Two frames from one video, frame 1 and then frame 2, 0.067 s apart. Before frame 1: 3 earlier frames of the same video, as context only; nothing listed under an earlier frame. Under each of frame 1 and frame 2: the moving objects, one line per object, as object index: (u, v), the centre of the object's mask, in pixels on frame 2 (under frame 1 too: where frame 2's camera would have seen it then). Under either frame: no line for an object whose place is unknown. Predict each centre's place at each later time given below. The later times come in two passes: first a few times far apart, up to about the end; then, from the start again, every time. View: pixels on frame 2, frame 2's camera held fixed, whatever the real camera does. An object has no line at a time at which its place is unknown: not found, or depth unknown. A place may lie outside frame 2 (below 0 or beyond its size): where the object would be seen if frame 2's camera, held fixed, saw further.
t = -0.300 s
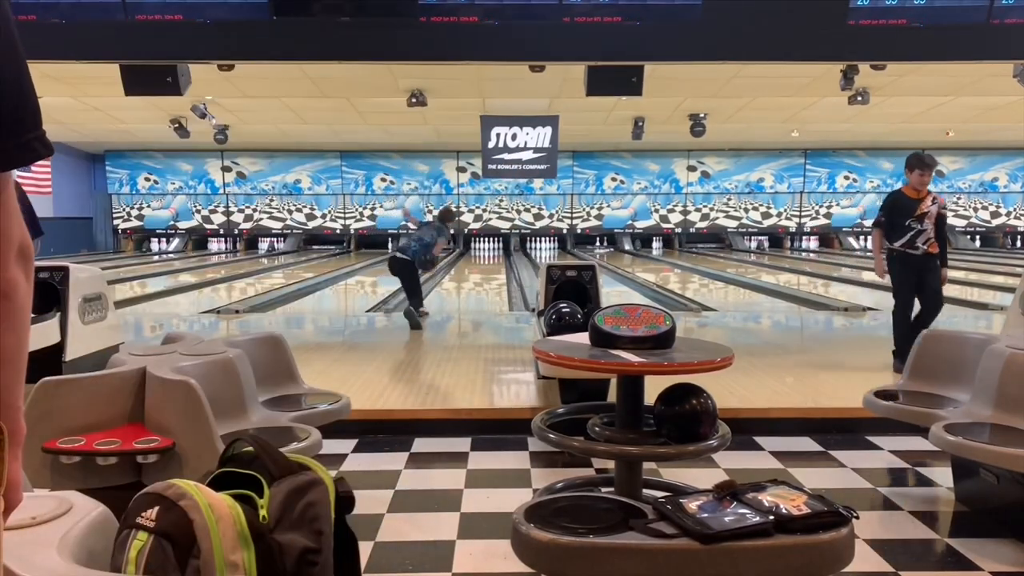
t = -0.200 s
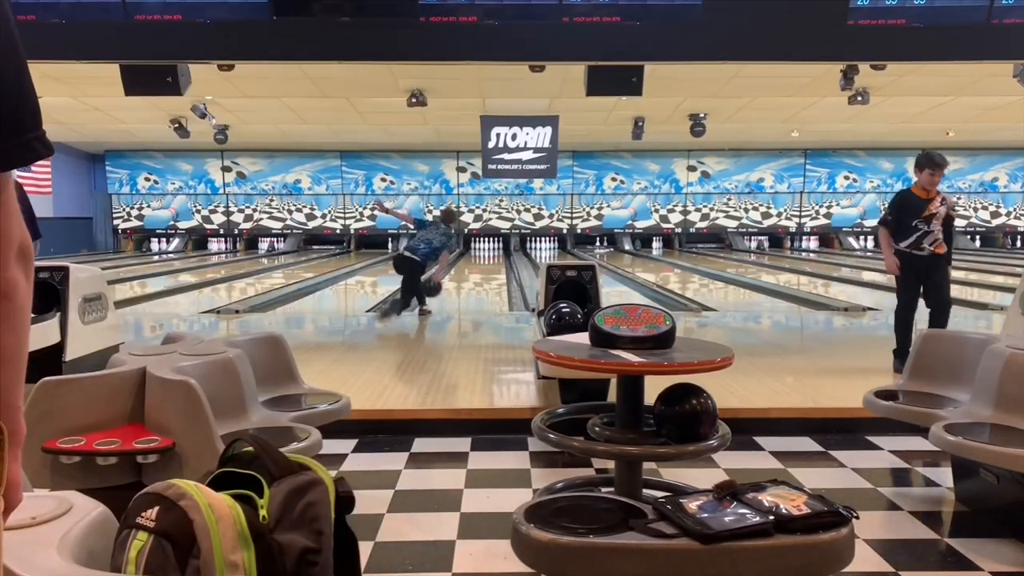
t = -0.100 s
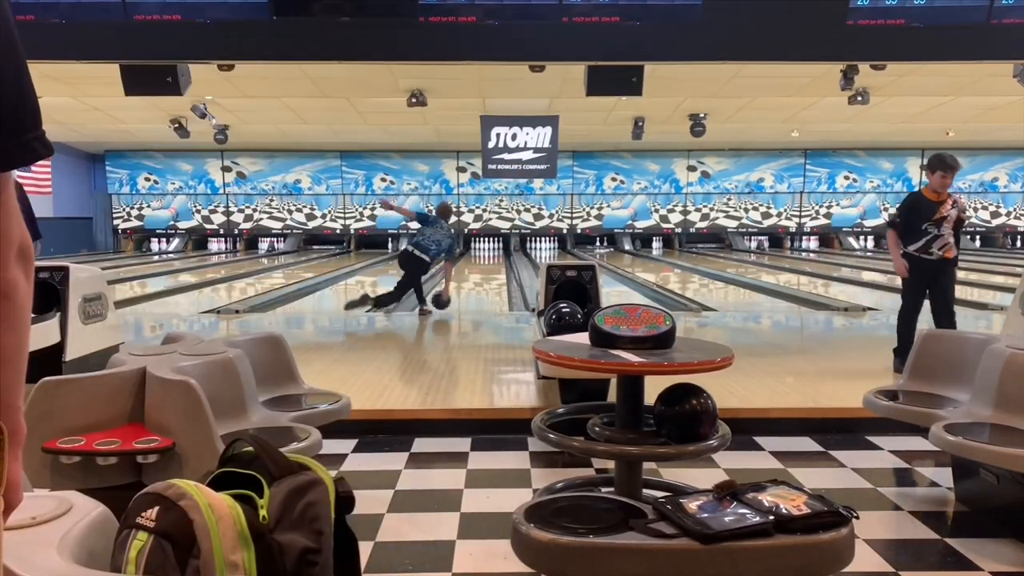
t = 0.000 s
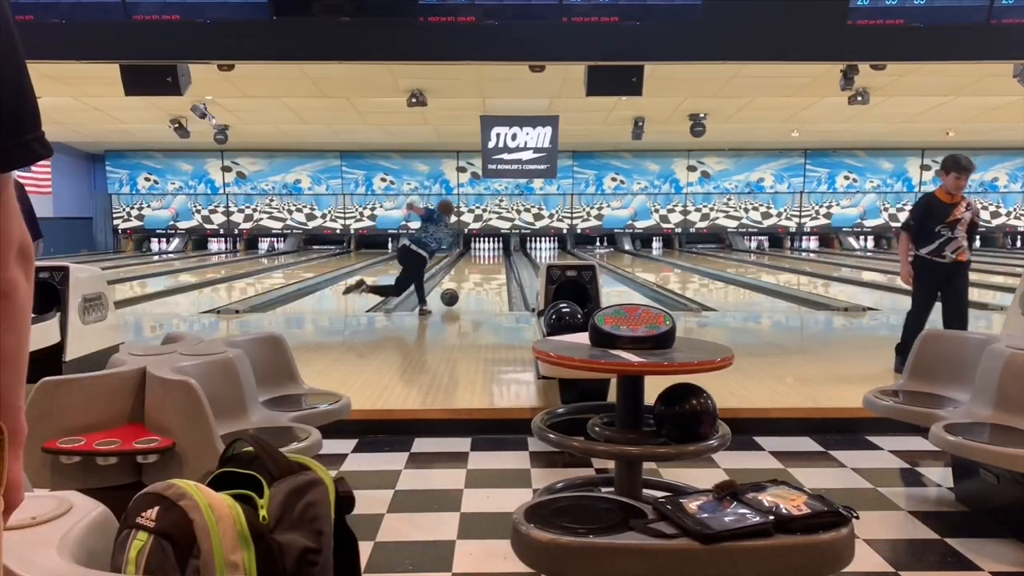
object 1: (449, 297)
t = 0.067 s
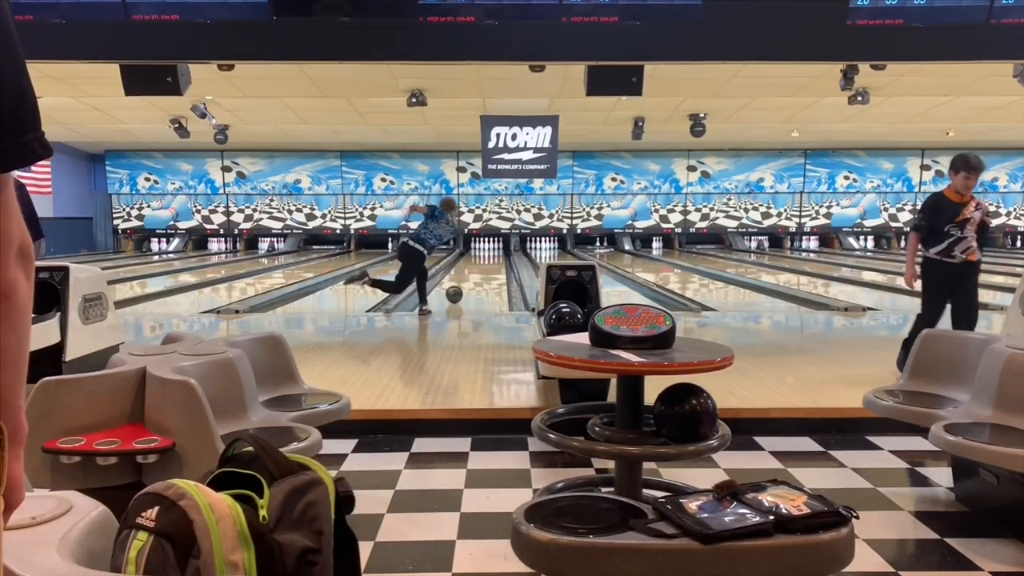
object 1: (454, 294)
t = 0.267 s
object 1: (465, 284)
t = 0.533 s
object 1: (476, 275)
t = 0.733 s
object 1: (482, 269)
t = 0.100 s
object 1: (456, 292)
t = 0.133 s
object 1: (458, 290)
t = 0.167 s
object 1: (460, 289)
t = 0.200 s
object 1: (462, 287)
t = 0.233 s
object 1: (463, 286)
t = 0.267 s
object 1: (465, 284)
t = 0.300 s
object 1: (467, 283)
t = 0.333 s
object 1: (468, 281)
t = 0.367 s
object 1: (470, 280)
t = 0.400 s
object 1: (471, 279)
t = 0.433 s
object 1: (473, 277)
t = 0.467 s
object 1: (474, 276)
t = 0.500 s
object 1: (475, 276)
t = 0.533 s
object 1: (476, 275)
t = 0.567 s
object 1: (477, 274)
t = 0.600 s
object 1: (478, 273)
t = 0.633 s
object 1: (480, 272)
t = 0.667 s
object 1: (480, 271)
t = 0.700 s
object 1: (481, 270)
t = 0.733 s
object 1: (482, 269)
